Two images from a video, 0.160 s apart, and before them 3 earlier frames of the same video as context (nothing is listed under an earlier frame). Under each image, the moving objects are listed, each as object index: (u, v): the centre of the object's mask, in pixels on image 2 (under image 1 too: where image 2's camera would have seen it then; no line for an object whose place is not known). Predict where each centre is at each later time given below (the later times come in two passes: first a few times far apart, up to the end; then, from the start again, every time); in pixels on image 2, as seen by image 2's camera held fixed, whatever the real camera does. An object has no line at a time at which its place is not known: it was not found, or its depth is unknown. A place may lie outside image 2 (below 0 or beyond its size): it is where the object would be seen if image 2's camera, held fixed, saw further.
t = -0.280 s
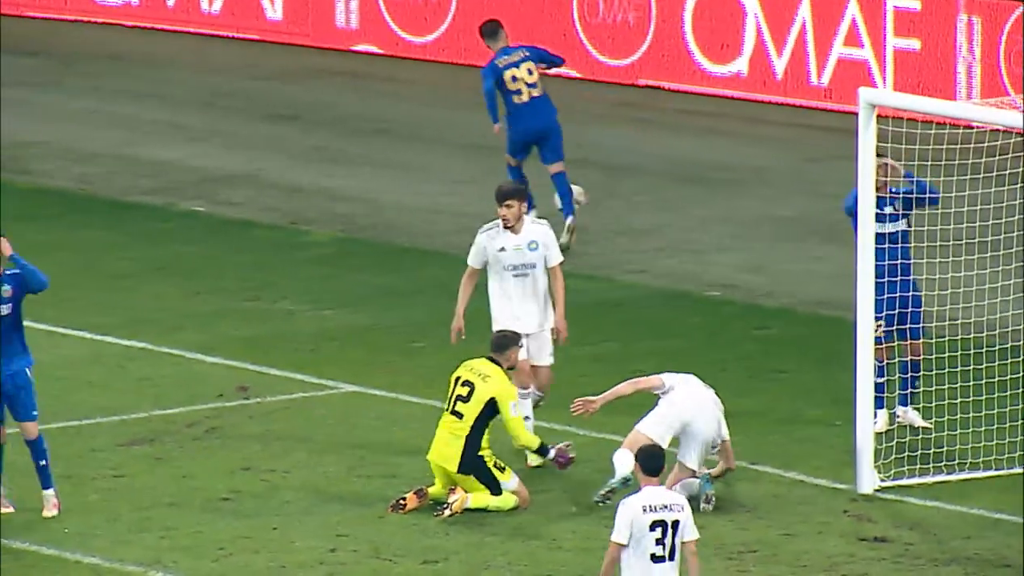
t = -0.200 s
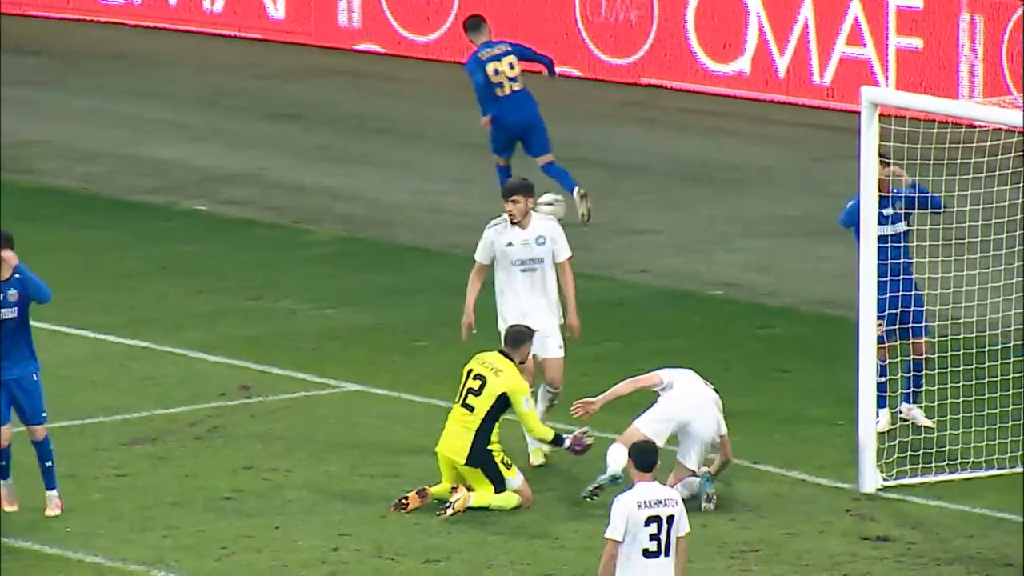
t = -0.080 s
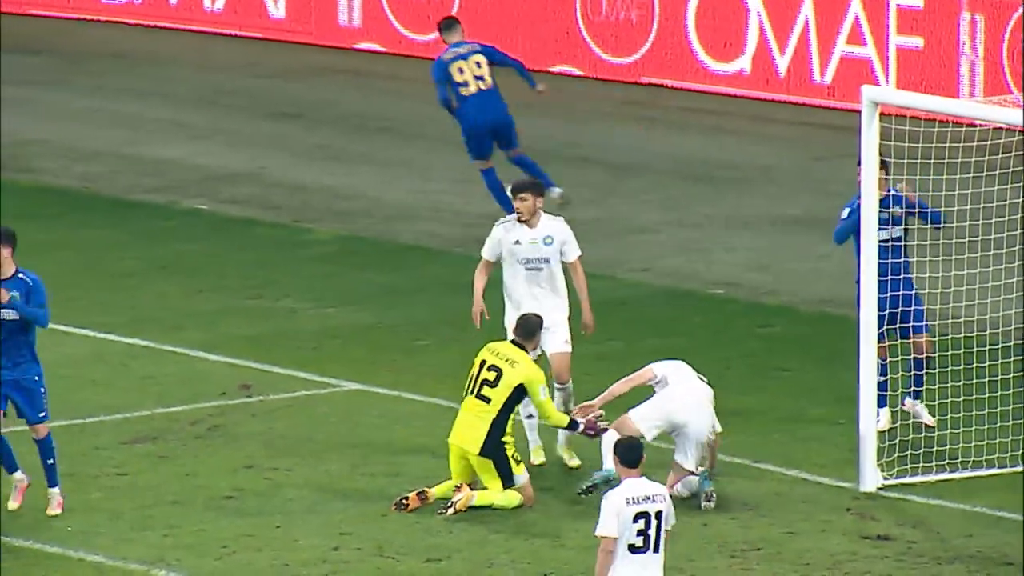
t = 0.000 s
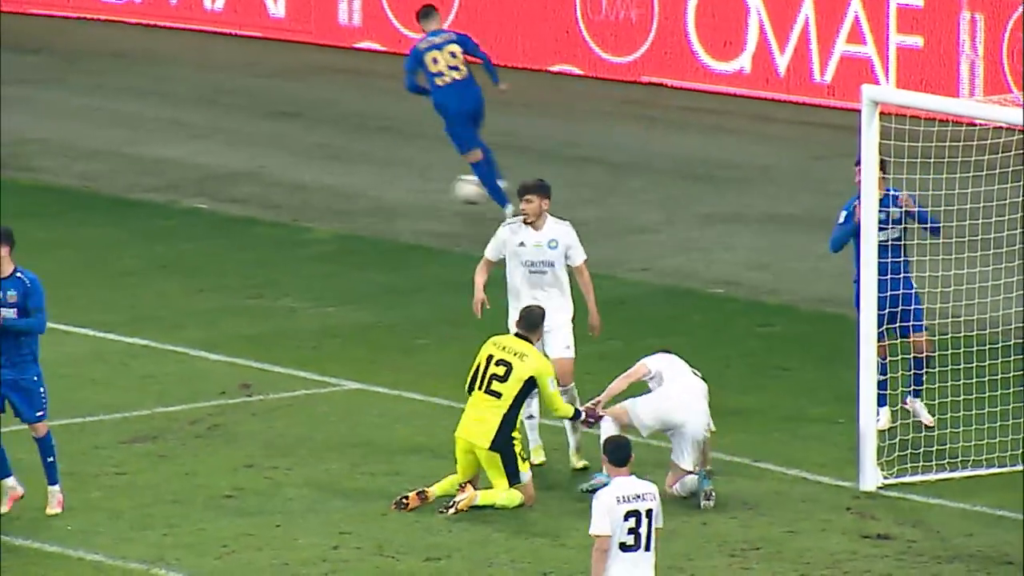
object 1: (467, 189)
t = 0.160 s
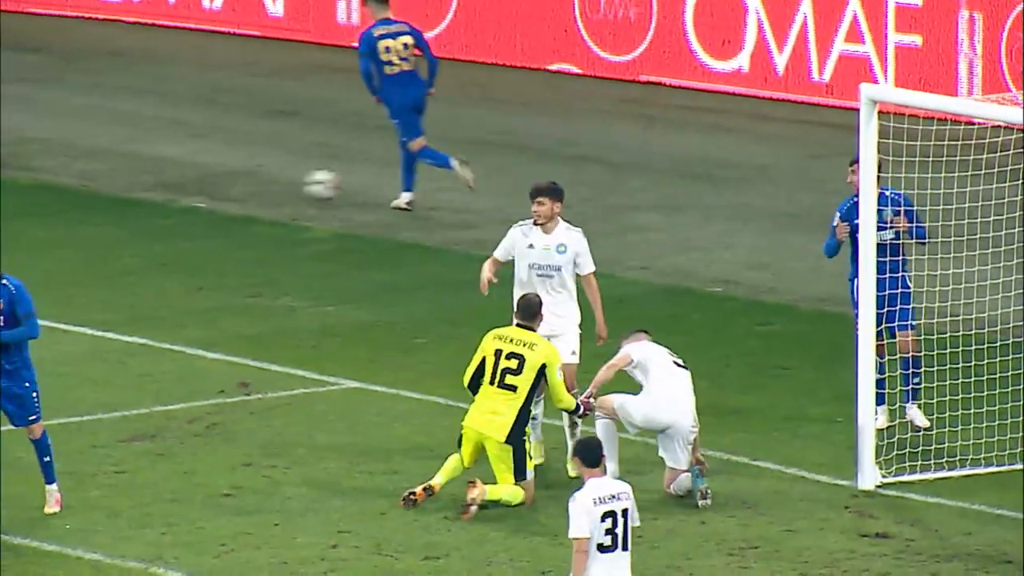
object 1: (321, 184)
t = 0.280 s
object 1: (223, 177)
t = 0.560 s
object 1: (26, 154)
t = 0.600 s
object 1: (10, 152)
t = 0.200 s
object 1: (288, 189)
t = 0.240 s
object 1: (254, 182)
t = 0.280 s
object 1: (223, 177)
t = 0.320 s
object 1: (192, 173)
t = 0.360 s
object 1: (161, 171)
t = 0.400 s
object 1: (130, 171)
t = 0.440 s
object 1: (99, 174)
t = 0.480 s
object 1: (74, 166)
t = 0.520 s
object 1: (50, 159)
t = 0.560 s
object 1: (26, 154)
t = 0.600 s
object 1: (10, 152)
